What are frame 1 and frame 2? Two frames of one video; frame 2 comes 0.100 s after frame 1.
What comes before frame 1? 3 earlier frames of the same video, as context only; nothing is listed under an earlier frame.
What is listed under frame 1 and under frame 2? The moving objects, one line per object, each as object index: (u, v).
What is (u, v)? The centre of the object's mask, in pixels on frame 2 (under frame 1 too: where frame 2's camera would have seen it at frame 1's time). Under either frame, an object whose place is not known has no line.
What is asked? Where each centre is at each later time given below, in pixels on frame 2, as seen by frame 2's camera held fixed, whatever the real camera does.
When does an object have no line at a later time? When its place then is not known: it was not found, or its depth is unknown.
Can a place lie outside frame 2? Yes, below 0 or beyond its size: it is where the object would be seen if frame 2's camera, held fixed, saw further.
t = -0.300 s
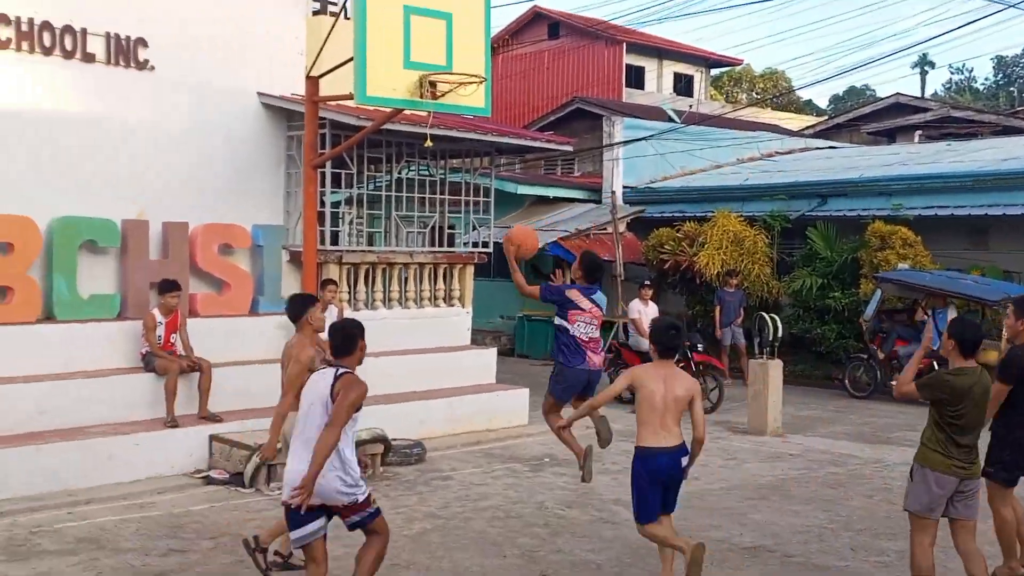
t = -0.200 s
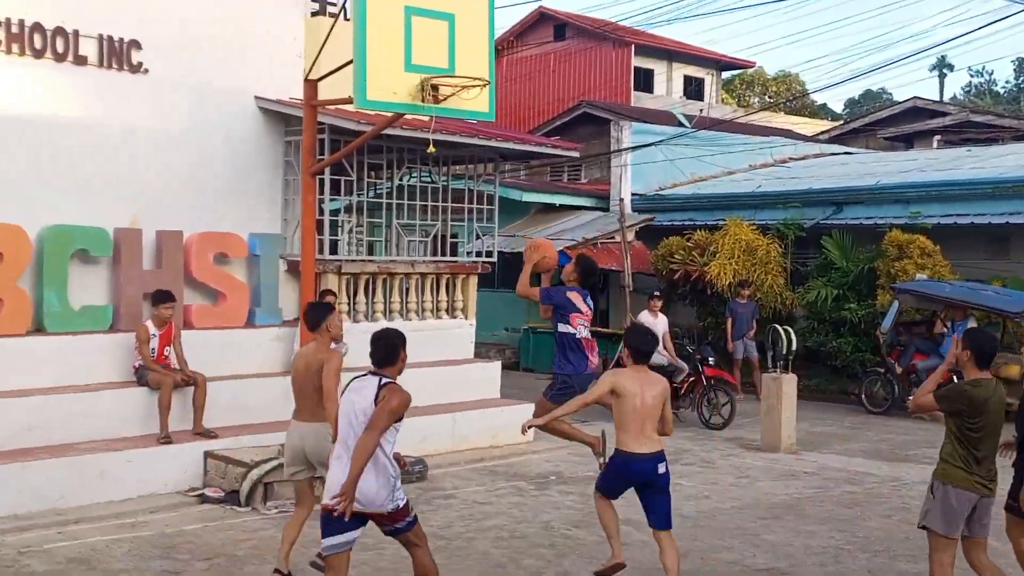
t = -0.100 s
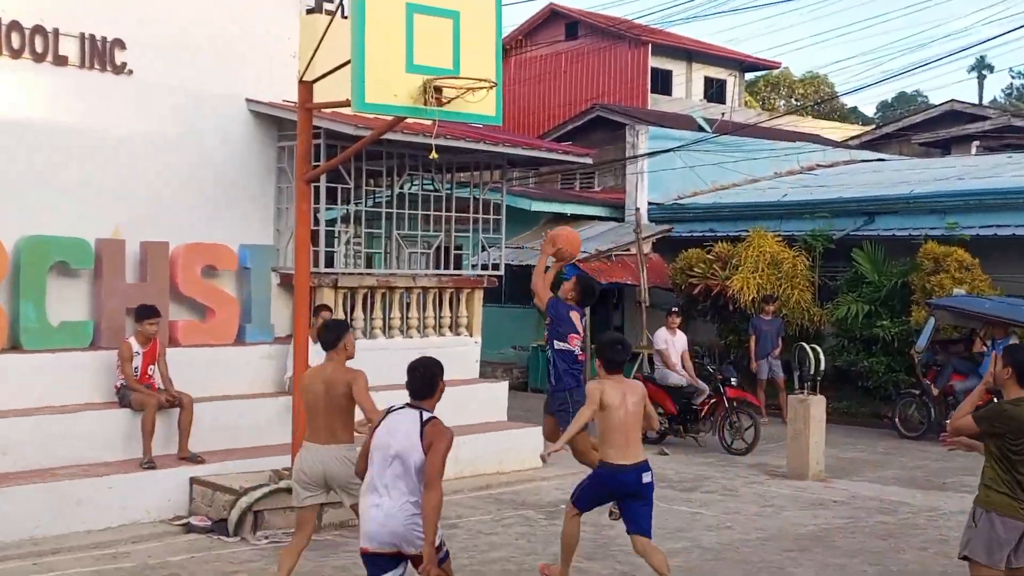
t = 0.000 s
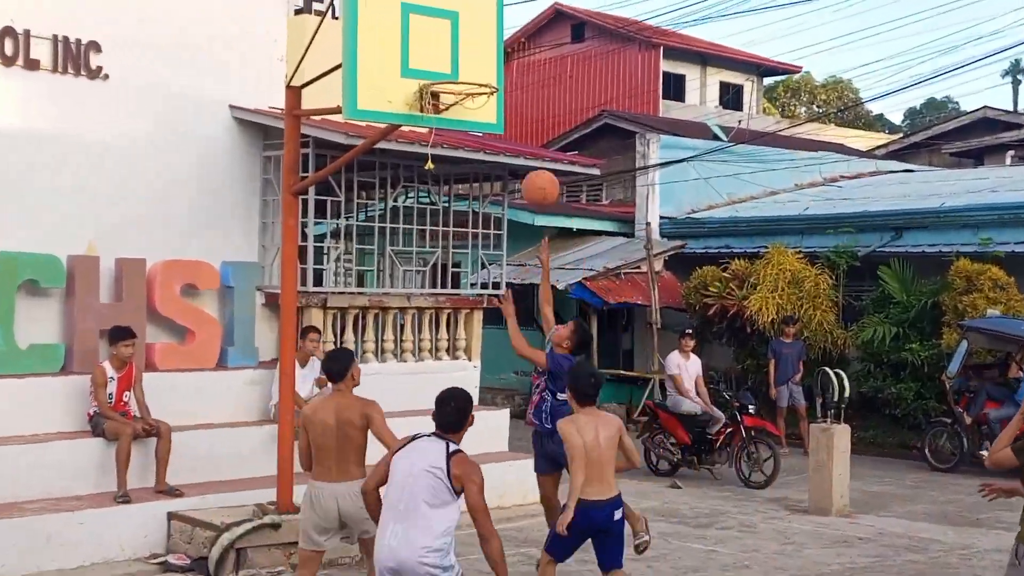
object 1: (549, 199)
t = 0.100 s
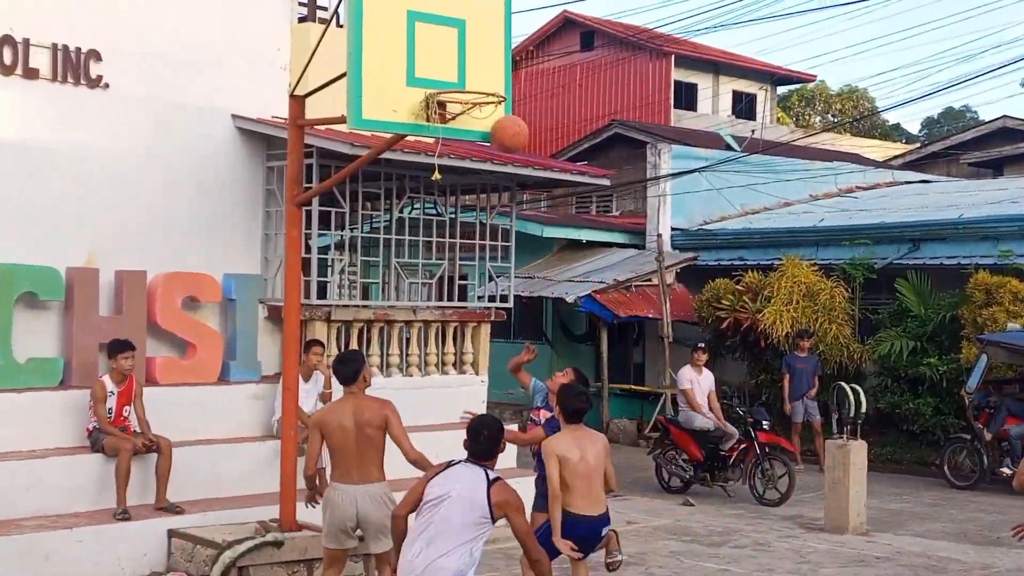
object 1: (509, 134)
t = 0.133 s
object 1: (497, 119)
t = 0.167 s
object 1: (499, 109)
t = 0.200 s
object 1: (504, 97)
